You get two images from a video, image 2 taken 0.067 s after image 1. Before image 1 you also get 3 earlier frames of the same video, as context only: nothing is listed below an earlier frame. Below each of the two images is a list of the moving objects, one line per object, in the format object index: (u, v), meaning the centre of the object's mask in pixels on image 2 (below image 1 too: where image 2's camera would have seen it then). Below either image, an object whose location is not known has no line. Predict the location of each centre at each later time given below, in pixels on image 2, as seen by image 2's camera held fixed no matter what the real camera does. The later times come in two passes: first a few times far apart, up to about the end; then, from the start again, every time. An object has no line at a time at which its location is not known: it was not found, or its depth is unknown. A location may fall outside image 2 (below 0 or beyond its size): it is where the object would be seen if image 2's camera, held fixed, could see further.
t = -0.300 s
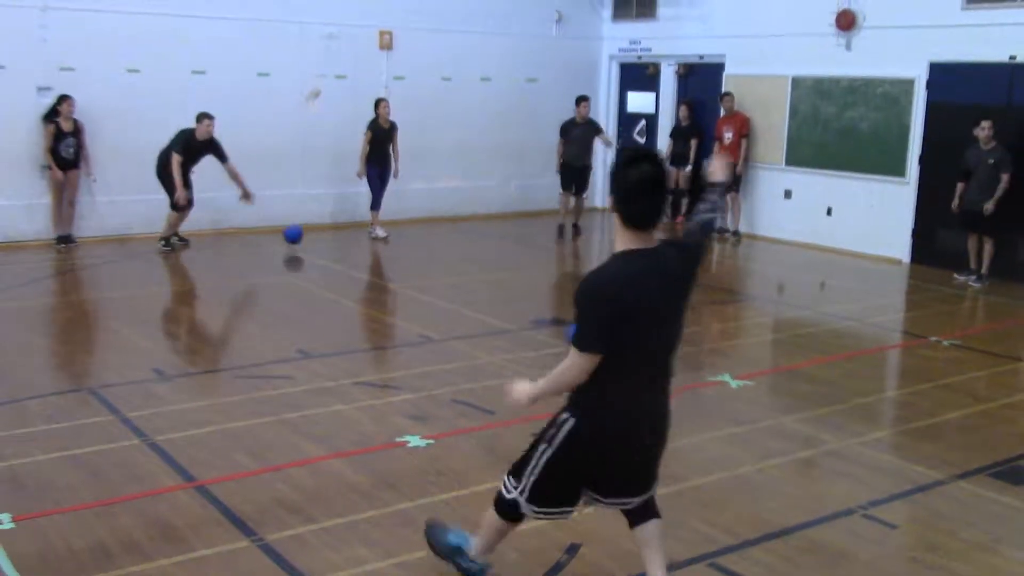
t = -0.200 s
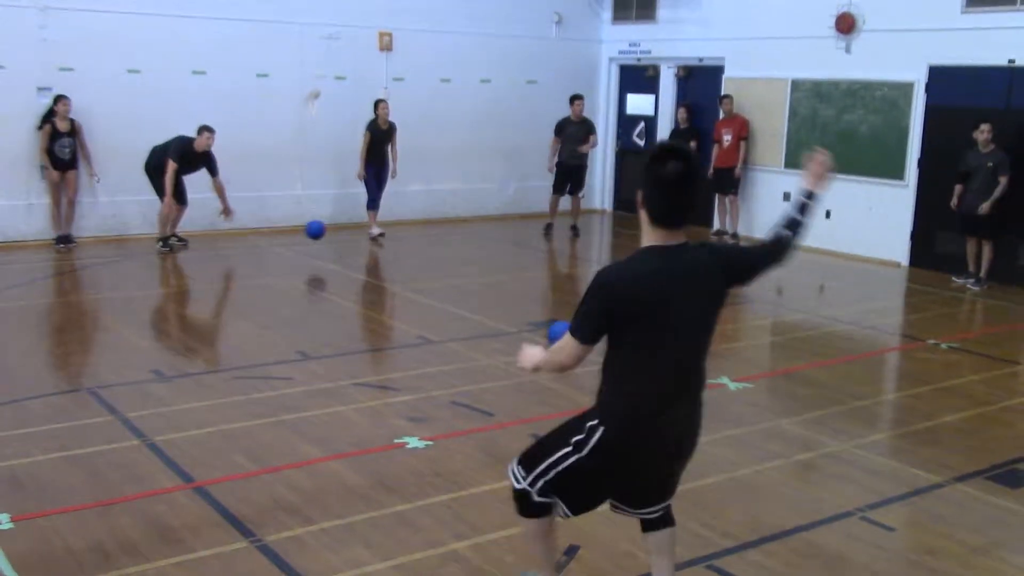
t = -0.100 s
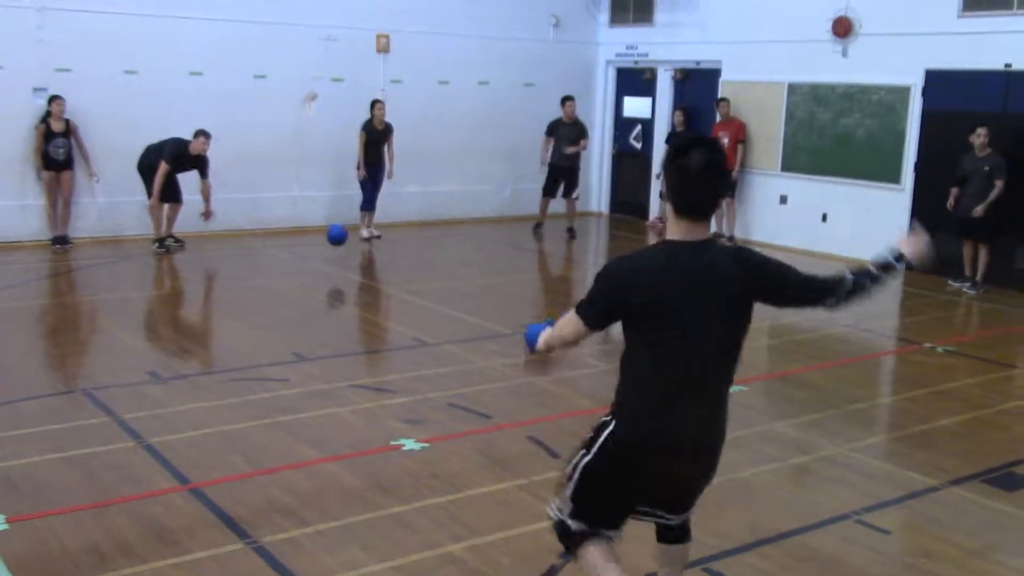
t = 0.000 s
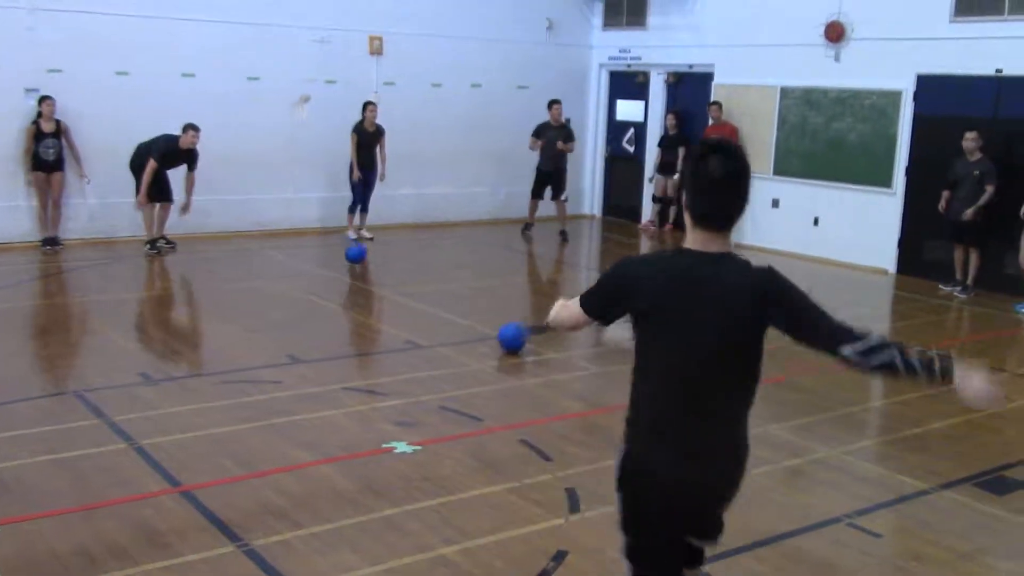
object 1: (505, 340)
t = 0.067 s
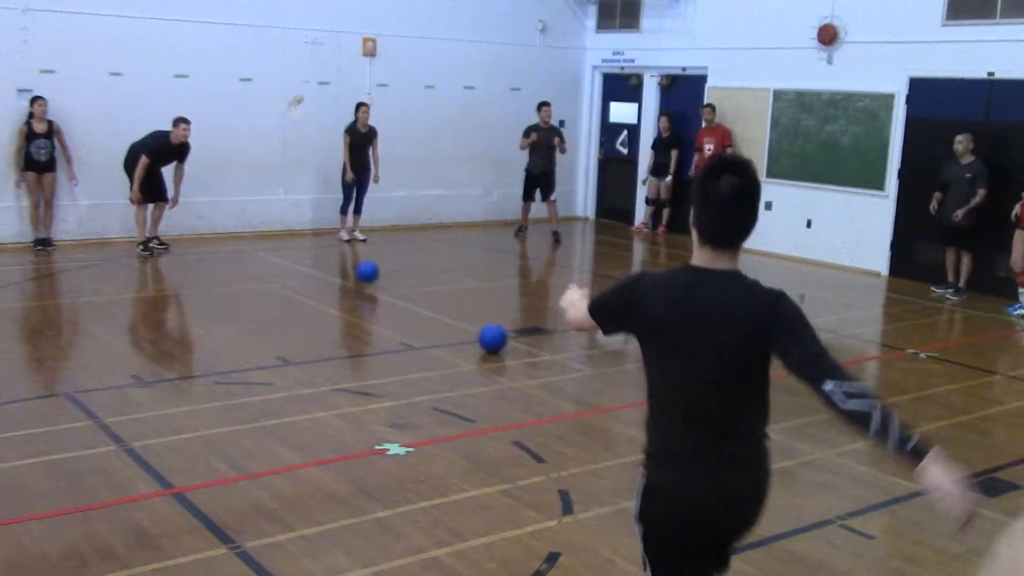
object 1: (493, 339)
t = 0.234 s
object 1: (463, 336)
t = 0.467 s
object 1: (422, 331)
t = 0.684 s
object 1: (386, 327)
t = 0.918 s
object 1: (350, 324)
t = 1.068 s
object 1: (328, 321)
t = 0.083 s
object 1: (490, 338)
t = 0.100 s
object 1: (487, 338)
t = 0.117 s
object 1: (484, 338)
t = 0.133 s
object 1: (481, 337)
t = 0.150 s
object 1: (478, 338)
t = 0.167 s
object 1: (475, 337)
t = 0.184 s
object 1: (472, 336)
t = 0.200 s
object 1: (469, 336)
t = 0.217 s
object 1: (465, 336)
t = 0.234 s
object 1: (463, 336)
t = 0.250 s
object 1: (459, 335)
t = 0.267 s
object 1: (457, 335)
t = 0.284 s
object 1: (453, 335)
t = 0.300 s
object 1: (450, 335)
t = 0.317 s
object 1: (448, 335)
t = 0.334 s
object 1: (445, 334)
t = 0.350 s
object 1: (442, 333)
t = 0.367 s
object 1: (439, 332)
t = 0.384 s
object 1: (436, 333)
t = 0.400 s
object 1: (433, 332)
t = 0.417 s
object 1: (430, 332)
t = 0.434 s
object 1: (428, 332)
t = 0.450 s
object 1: (425, 332)
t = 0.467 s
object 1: (422, 331)
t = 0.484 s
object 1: (419, 332)
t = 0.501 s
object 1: (416, 331)
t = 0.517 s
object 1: (413, 331)
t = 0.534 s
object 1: (411, 330)
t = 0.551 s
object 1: (408, 330)
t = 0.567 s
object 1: (405, 330)
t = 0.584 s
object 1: (402, 330)
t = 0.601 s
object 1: (400, 330)
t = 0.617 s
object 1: (397, 329)
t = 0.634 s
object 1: (394, 328)
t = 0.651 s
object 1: (392, 328)
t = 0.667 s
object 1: (389, 327)
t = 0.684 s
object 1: (386, 327)
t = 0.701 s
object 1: (384, 327)
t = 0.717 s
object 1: (381, 327)
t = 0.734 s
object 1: (379, 326)
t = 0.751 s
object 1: (376, 327)
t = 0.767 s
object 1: (373, 326)
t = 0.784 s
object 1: (370, 326)
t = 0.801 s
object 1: (368, 325)
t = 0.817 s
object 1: (365, 325)
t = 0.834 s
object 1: (363, 325)
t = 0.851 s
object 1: (360, 325)
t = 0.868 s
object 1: (357, 325)
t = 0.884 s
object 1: (355, 324)
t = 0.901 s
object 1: (353, 324)
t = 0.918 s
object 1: (350, 324)
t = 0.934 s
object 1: (347, 323)
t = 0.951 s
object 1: (345, 323)
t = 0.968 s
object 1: (342, 322)
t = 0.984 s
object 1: (340, 322)
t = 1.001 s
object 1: (338, 322)
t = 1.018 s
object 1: (335, 322)
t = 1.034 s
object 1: (332, 322)
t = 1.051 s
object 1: (330, 321)
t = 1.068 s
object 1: (328, 321)
